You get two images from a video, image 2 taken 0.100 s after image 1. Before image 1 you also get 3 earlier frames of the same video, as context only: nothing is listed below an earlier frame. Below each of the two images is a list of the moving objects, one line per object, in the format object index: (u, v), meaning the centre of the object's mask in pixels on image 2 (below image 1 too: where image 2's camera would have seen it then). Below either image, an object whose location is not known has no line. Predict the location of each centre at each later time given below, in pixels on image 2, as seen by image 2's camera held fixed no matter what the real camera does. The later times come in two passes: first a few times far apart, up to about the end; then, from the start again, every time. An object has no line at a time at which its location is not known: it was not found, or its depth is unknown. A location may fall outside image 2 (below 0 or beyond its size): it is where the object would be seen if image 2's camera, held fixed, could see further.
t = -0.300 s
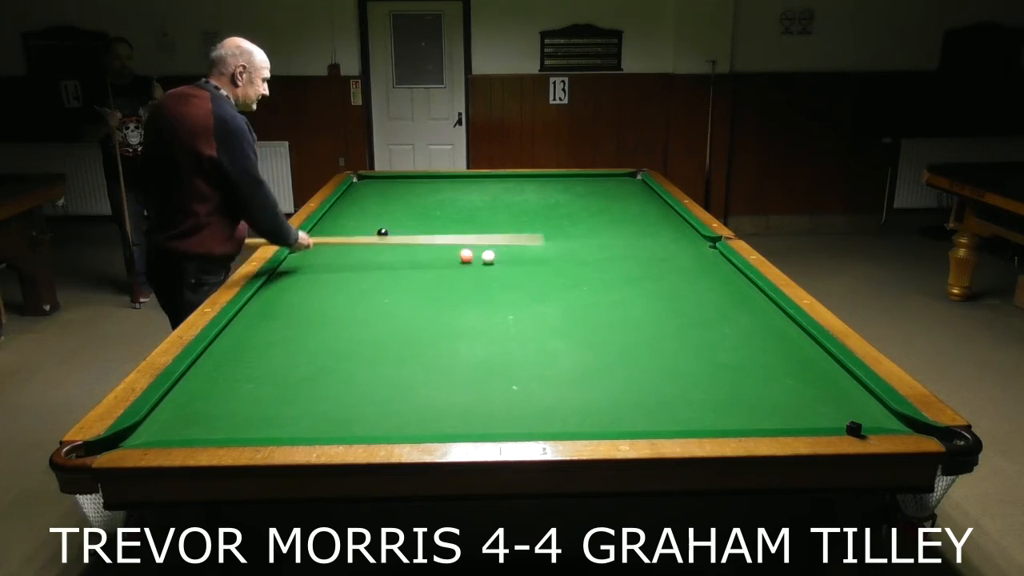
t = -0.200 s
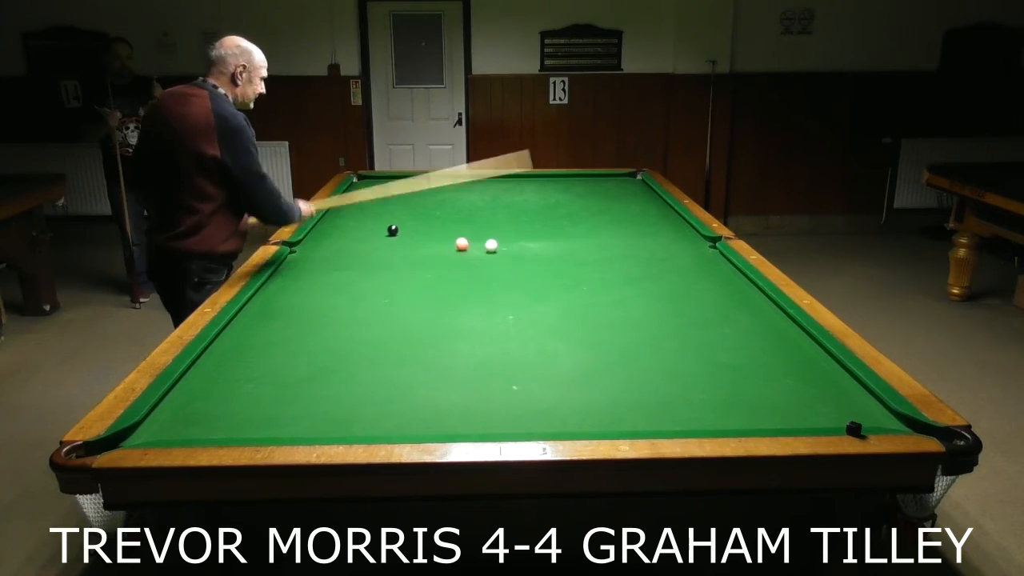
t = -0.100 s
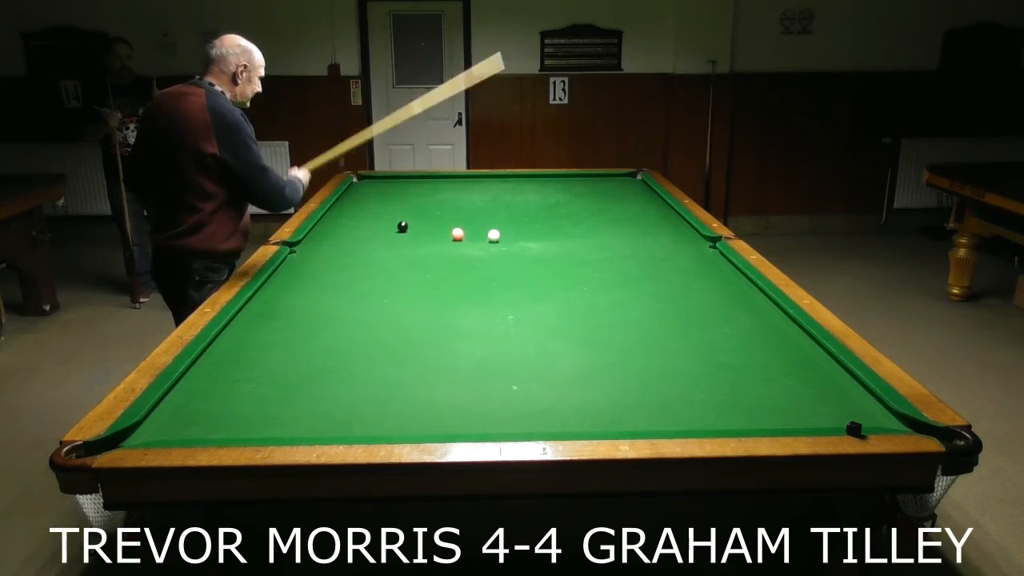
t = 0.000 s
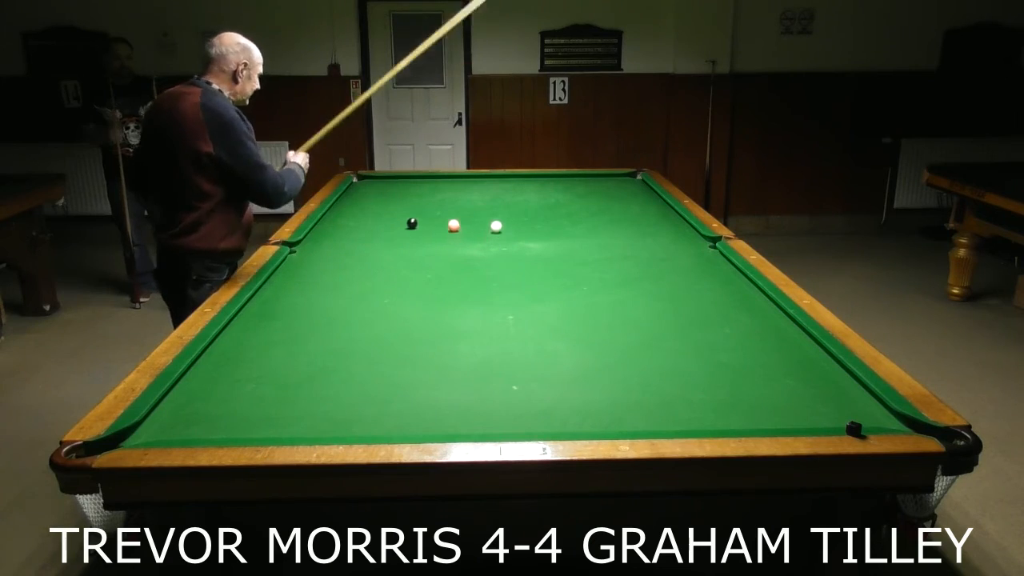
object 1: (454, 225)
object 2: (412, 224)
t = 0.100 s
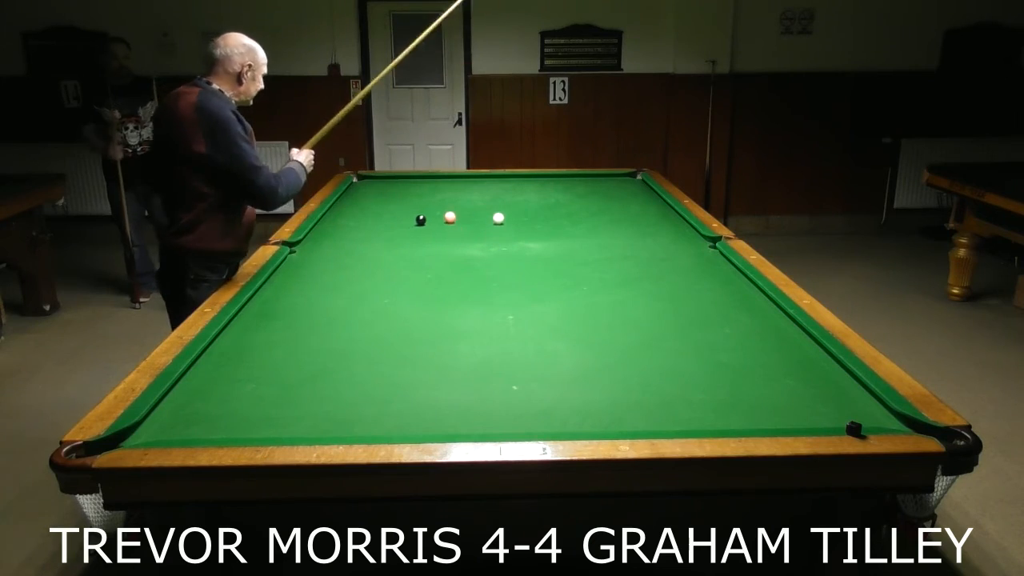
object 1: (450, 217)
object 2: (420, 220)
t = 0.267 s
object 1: (444, 206)
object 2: (434, 216)
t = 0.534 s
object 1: (437, 189)
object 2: (455, 208)
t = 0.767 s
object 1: (432, 178)
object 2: (470, 203)
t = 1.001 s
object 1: (425, 182)
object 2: (484, 197)
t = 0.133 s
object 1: (448, 214)
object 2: (424, 219)
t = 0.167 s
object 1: (448, 213)
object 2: (425, 219)
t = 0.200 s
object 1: (446, 210)
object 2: (429, 217)
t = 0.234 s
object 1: (445, 207)
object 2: (432, 216)
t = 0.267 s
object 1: (444, 206)
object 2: (434, 216)
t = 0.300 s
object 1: (443, 203)
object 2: (437, 214)
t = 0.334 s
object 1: (442, 201)
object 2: (440, 213)
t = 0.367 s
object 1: (441, 199)
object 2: (442, 213)
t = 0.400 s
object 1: (441, 197)
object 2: (445, 212)
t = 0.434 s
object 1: (439, 194)
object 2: (448, 210)
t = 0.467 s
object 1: (439, 193)
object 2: (449, 210)
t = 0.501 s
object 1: (438, 191)
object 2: (452, 209)
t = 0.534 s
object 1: (437, 189)
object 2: (455, 208)
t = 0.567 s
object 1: (436, 188)
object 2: (456, 207)
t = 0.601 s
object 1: (435, 186)
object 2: (459, 206)
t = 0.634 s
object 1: (434, 184)
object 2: (462, 205)
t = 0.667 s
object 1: (434, 183)
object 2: (463, 205)
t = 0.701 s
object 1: (433, 181)
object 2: (466, 204)
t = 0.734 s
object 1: (432, 179)
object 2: (468, 203)
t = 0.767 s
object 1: (432, 178)
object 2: (470, 203)
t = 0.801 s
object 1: (431, 176)
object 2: (472, 202)
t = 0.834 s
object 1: (430, 176)
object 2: (475, 201)
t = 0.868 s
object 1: (429, 177)
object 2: (476, 200)
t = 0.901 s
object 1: (428, 179)
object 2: (478, 199)
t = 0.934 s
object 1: (427, 180)
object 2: (481, 198)
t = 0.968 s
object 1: (427, 181)
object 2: (482, 198)
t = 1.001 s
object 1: (425, 182)
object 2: (484, 197)
